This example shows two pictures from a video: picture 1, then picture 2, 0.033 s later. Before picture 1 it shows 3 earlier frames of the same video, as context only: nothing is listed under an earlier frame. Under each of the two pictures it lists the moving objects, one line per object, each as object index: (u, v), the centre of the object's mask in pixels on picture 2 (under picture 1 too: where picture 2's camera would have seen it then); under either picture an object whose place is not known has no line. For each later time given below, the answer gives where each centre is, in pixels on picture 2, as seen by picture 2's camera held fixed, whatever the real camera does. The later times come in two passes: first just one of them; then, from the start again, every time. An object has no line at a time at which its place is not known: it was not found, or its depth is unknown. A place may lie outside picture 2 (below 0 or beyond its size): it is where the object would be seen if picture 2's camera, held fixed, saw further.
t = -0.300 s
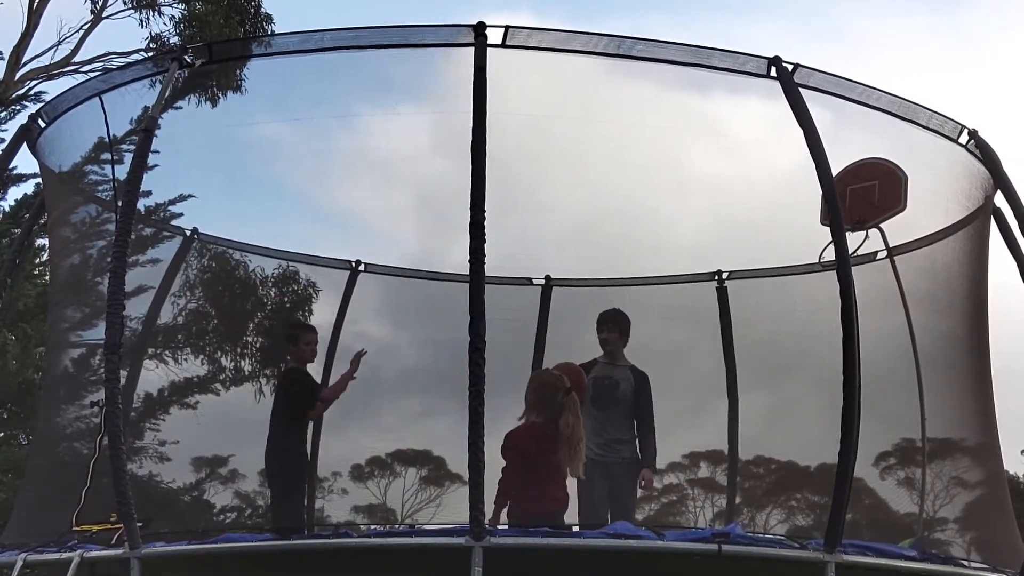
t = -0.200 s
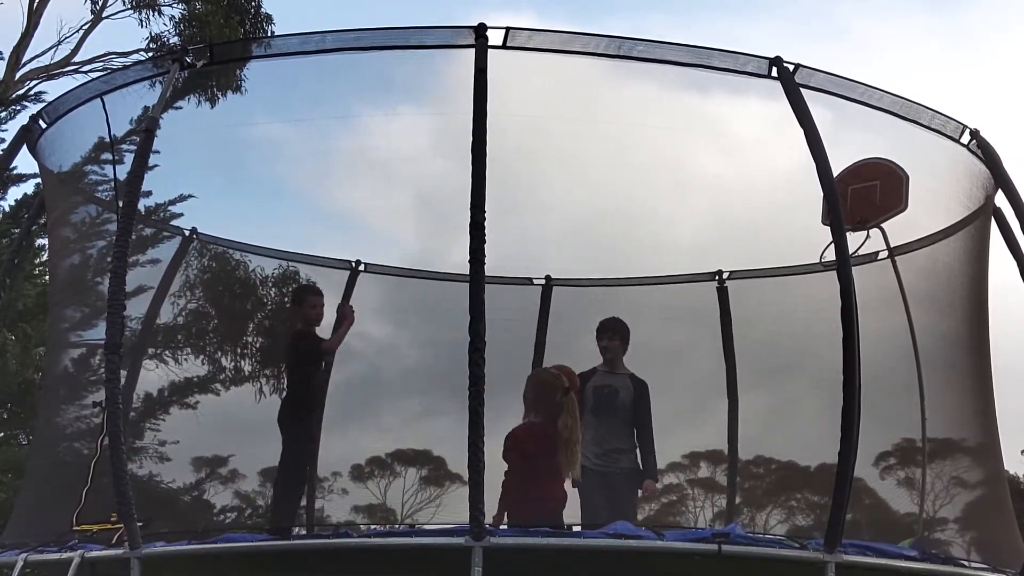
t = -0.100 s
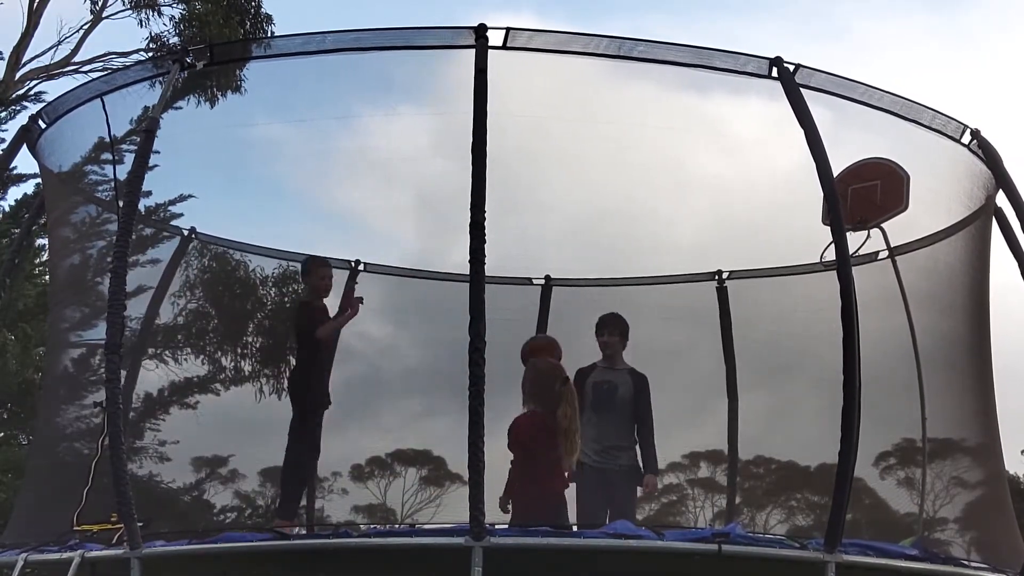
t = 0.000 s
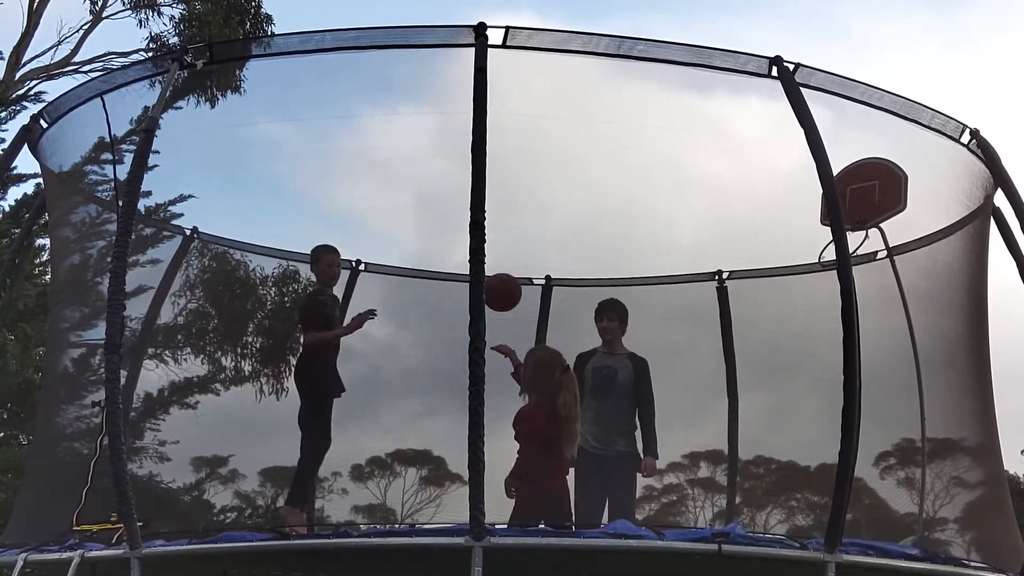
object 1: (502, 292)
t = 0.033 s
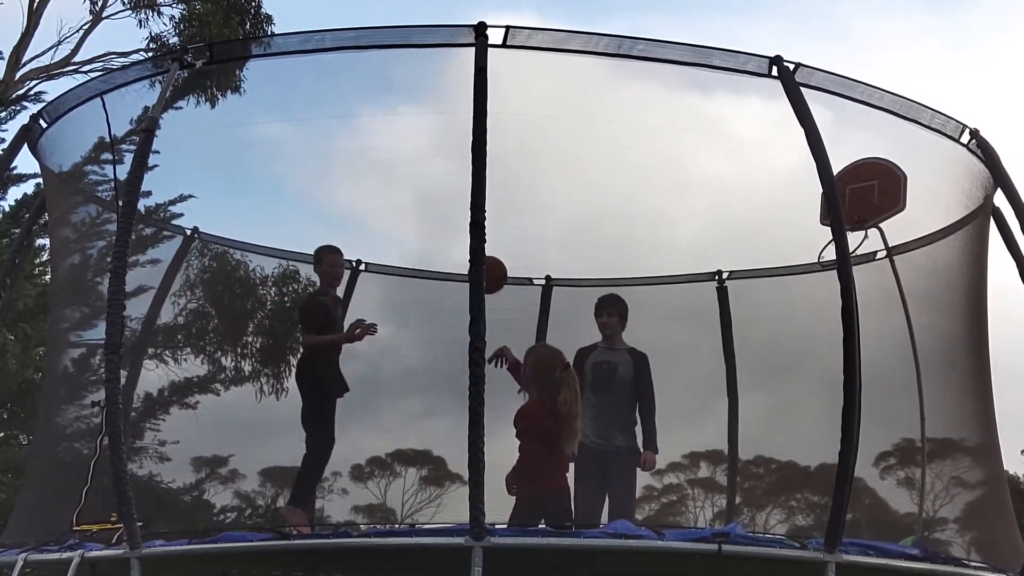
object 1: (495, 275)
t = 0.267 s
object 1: (394, 222)
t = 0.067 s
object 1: (463, 259)
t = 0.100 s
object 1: (456, 248)
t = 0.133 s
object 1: (446, 238)
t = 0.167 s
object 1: (433, 230)
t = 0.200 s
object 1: (420, 225)
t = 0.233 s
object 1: (407, 223)
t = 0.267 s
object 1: (394, 222)
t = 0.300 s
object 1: (381, 224)
